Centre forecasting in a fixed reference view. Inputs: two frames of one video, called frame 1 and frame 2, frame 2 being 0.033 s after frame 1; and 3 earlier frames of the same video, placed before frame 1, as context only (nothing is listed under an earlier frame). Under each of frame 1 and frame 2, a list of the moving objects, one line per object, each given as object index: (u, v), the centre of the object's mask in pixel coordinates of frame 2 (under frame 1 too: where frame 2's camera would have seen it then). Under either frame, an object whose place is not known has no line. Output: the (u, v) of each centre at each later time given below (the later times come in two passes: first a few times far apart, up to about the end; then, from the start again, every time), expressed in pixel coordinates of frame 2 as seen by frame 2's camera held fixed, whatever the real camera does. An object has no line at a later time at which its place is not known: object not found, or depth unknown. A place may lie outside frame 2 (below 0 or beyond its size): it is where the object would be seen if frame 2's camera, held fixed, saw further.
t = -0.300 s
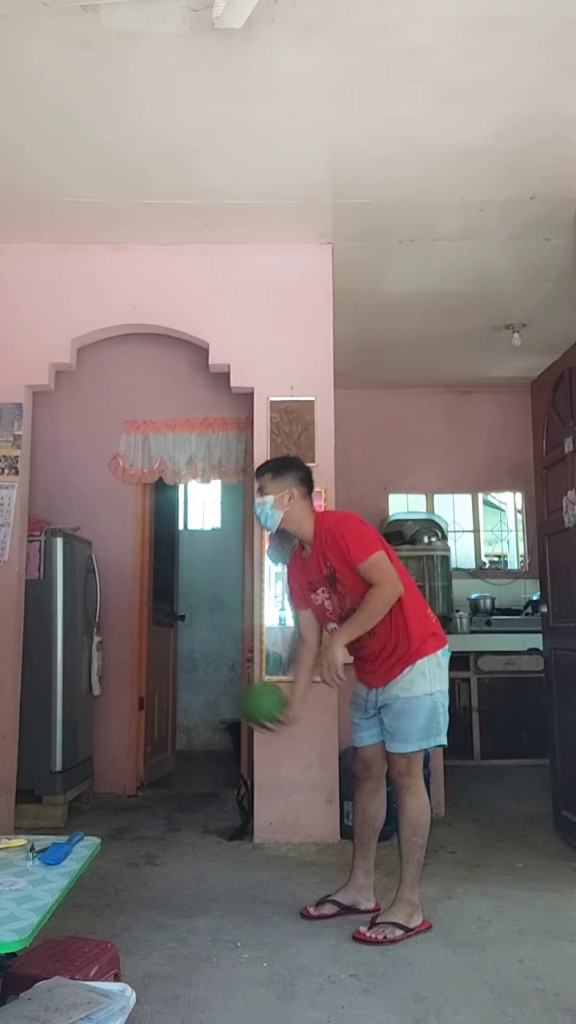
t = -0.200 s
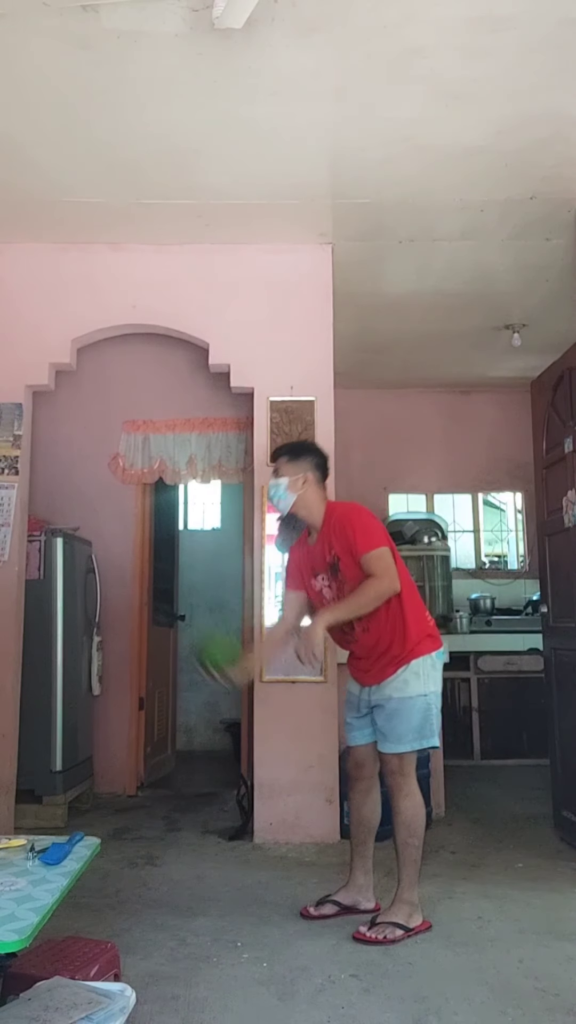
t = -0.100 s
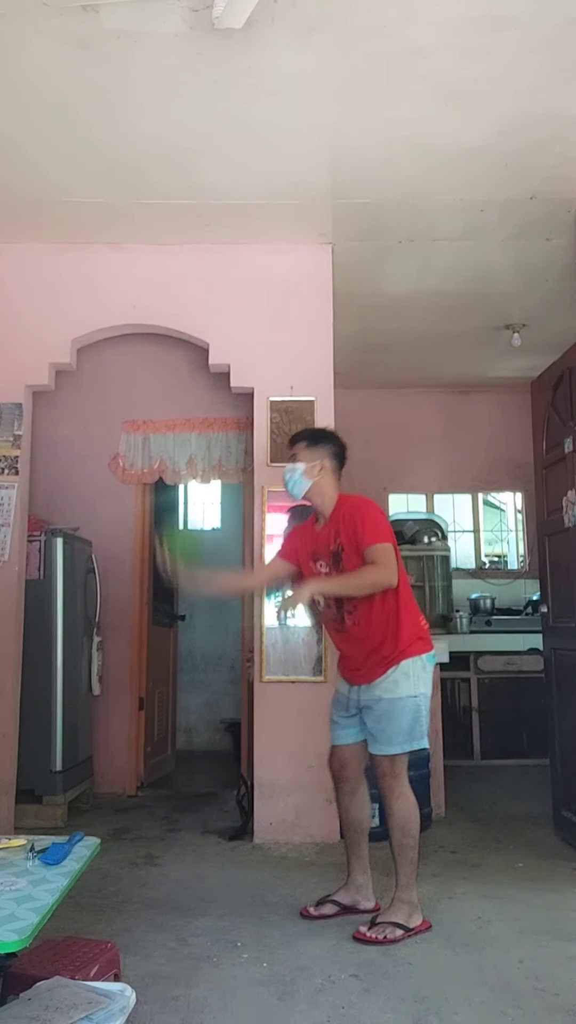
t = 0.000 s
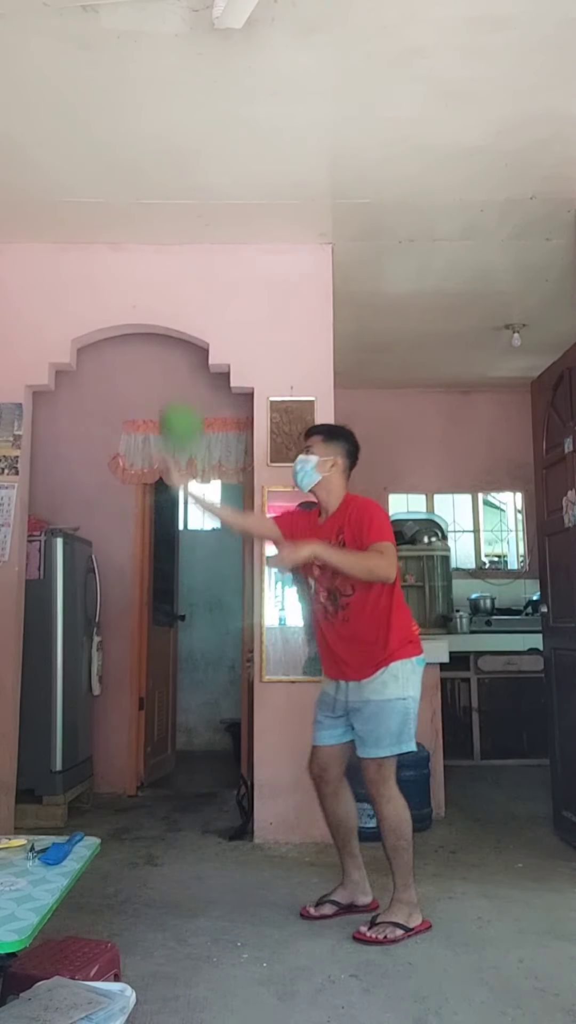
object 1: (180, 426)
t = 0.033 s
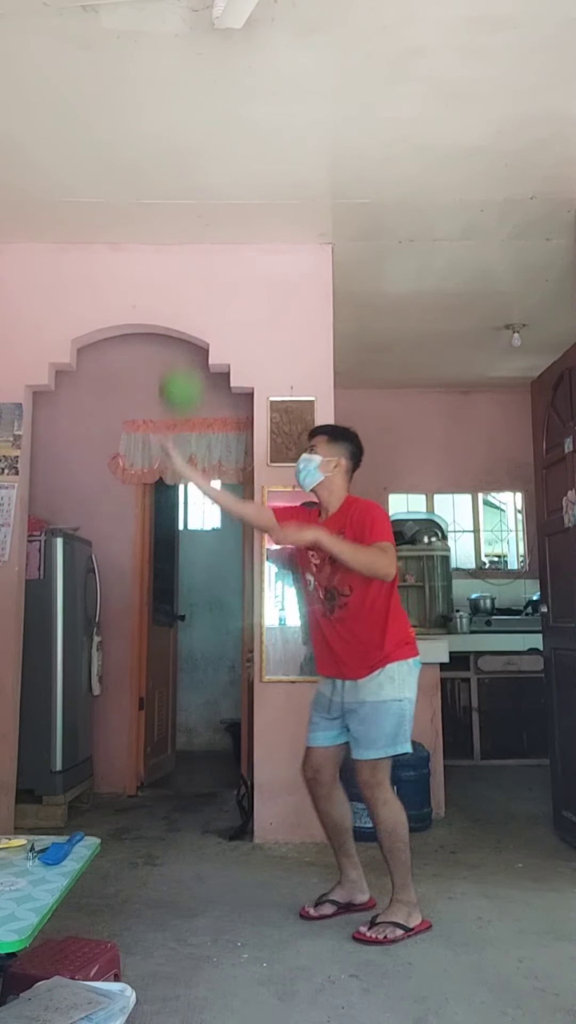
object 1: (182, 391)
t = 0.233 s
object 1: (184, 258)
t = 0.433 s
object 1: (186, 240)
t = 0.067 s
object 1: (183, 361)
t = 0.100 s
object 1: (182, 334)
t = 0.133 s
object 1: (182, 310)
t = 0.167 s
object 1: (183, 290)
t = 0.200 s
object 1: (184, 272)
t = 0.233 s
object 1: (184, 258)
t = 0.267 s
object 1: (184, 248)
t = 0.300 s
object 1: (185, 240)
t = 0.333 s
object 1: (185, 236)
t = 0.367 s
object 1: (185, 234)
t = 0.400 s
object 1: (186, 235)
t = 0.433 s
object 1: (186, 240)
